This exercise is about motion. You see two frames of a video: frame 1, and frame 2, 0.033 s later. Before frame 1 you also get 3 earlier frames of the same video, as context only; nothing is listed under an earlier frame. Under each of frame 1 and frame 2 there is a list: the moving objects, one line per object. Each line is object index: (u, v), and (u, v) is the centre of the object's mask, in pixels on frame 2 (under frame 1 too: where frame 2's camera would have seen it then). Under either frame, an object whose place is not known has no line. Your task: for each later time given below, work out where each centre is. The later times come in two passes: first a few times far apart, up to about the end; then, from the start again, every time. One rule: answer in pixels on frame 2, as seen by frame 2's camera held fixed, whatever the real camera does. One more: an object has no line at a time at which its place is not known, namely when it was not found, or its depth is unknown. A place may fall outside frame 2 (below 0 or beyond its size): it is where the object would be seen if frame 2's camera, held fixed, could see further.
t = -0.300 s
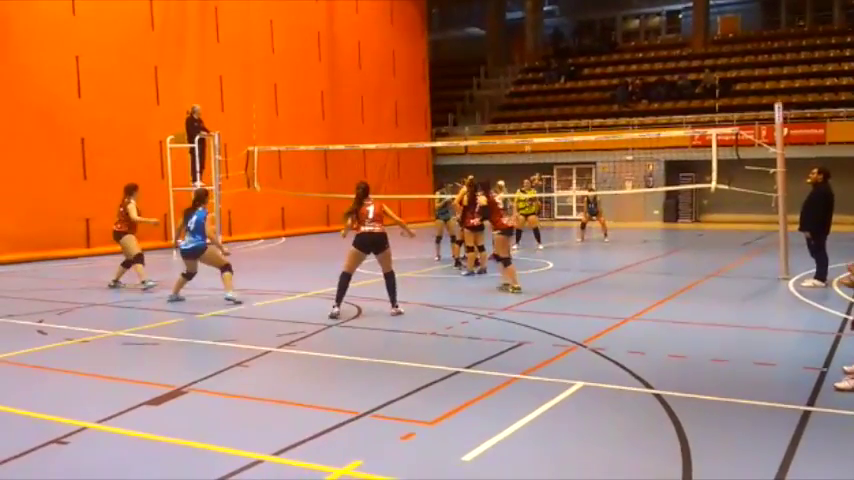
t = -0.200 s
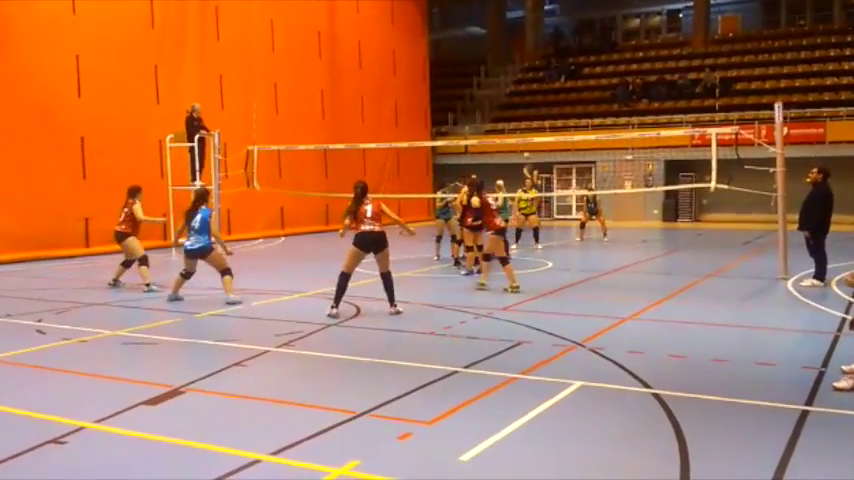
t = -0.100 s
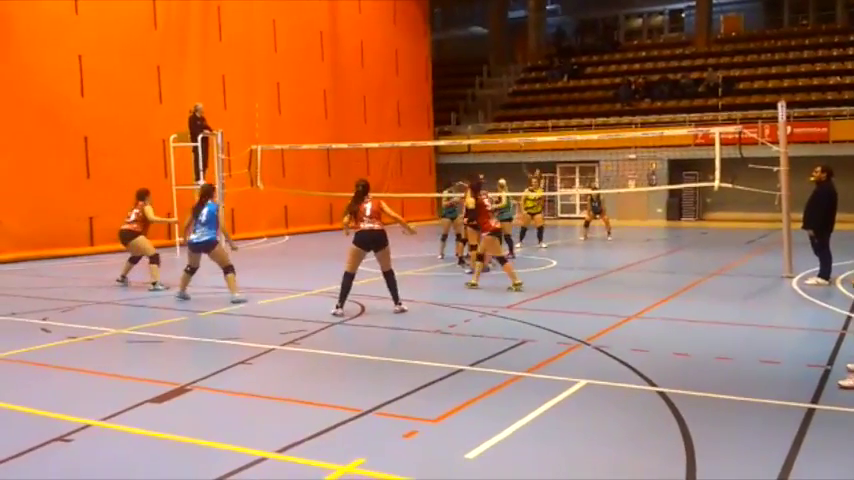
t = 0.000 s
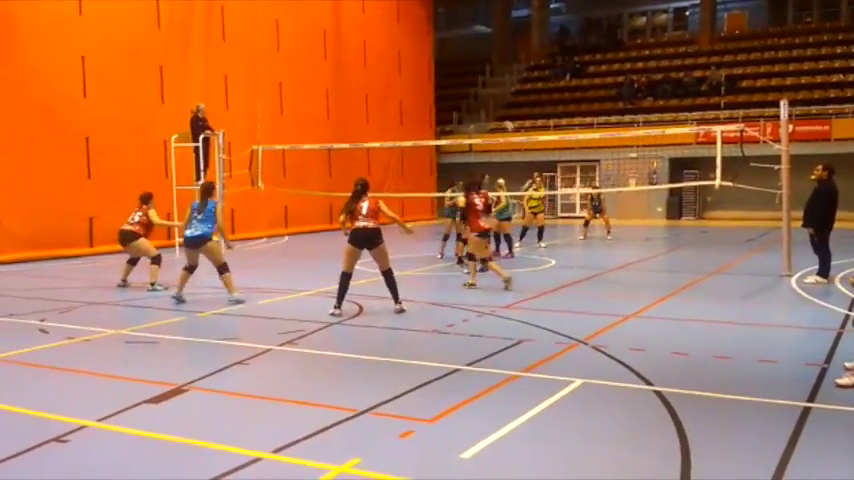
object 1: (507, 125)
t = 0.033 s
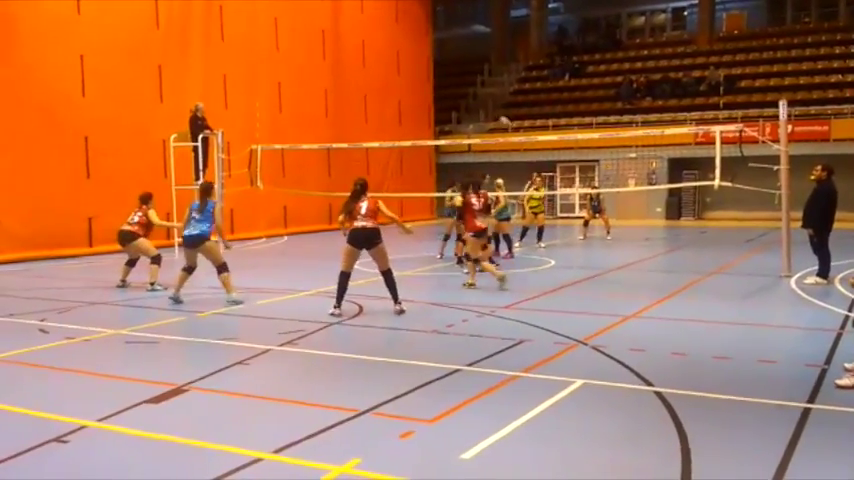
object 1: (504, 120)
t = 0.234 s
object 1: (473, 97)
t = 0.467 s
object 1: (429, 90)
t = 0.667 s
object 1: (385, 105)
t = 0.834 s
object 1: (341, 140)
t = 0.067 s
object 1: (498, 116)
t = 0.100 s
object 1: (494, 111)
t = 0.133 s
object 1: (489, 106)
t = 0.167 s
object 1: (484, 103)
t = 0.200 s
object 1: (479, 100)
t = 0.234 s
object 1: (473, 97)
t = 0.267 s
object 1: (467, 95)
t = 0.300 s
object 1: (461, 92)
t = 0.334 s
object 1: (455, 91)
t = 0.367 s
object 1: (449, 90)
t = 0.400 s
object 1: (443, 89)
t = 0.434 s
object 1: (436, 89)
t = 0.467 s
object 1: (429, 90)
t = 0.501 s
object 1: (422, 91)
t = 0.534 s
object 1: (415, 93)
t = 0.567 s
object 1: (408, 95)
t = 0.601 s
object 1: (401, 97)
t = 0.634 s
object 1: (393, 101)
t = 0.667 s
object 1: (385, 105)
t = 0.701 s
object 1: (377, 110)
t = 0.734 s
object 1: (369, 116)
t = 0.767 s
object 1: (360, 123)
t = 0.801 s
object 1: (351, 131)
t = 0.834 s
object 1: (341, 140)
